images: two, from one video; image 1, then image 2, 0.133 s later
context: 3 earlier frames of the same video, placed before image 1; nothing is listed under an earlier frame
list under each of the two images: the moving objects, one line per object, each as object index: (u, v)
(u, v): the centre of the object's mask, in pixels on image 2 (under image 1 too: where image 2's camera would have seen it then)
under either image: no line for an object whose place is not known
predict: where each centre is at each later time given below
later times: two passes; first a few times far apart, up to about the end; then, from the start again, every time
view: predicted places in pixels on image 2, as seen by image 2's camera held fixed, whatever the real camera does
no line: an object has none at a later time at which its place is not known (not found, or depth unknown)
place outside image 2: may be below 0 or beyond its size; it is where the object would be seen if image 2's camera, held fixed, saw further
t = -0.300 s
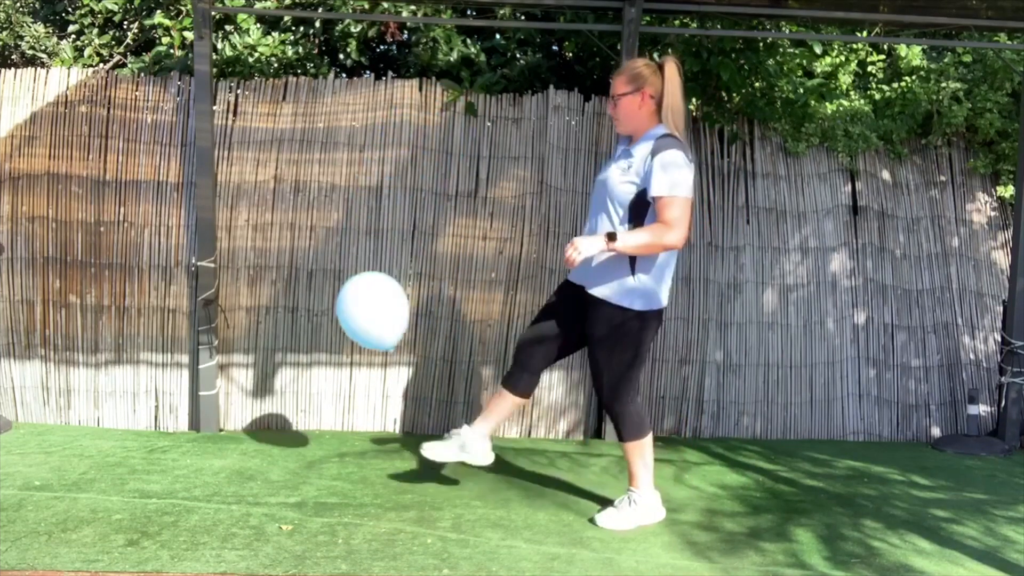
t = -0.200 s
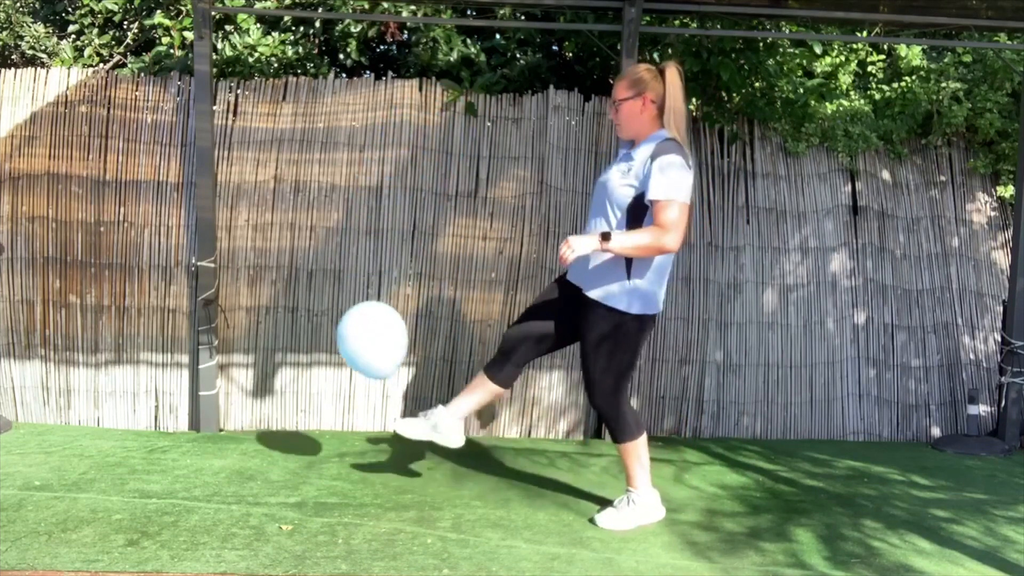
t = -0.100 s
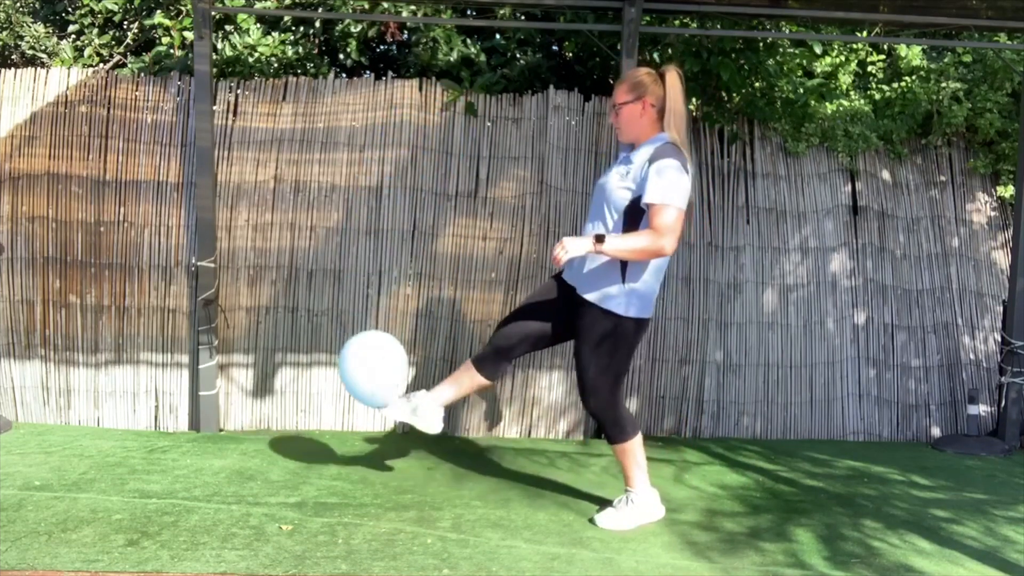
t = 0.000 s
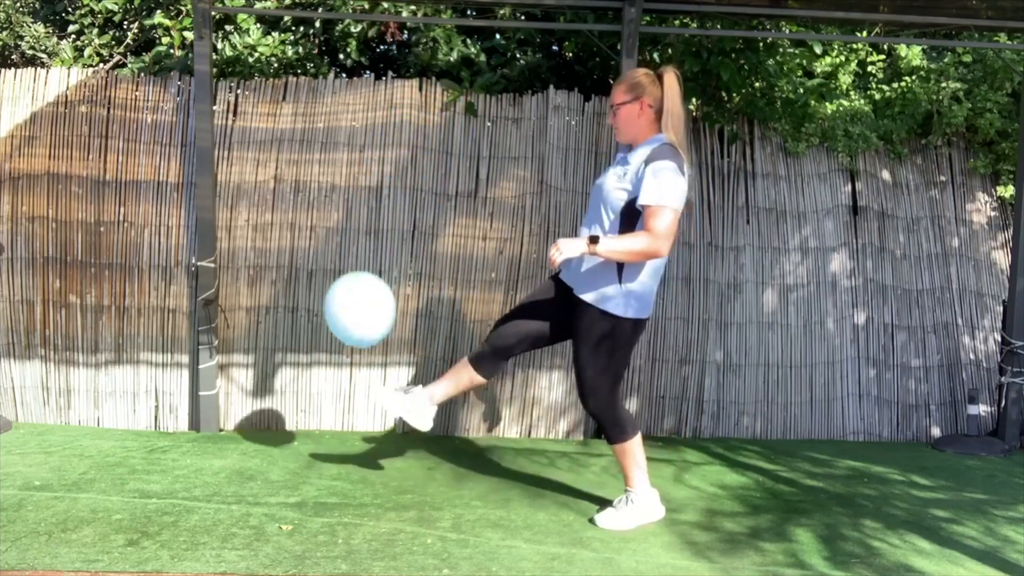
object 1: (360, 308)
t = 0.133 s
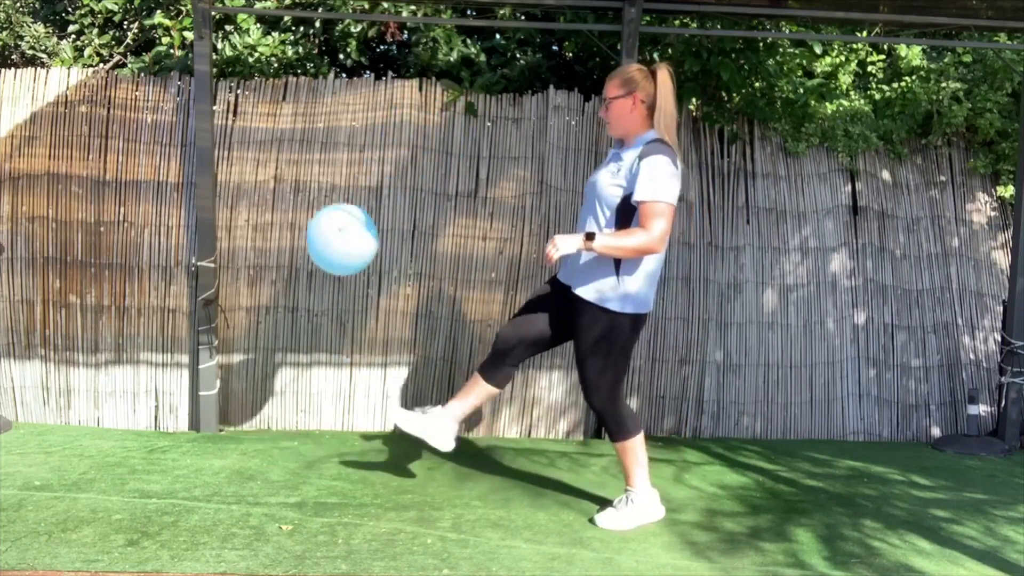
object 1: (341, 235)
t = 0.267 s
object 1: (329, 182)
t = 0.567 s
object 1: (304, 105)
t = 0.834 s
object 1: (283, 86)
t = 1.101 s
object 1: (266, 98)
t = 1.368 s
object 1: (256, 130)
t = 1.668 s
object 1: (246, 179)
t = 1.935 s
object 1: (238, 241)
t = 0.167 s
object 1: (336, 218)
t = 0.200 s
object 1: (335, 209)
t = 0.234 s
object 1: (331, 195)
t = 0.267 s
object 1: (329, 182)
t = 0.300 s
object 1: (325, 170)
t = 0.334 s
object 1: (323, 159)
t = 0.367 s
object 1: (320, 149)
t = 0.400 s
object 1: (317, 140)
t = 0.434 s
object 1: (314, 132)
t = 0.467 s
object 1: (312, 124)
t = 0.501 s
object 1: (309, 118)
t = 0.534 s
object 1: (307, 111)
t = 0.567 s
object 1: (304, 105)
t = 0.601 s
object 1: (301, 101)
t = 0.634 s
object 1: (298, 96)
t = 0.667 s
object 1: (296, 93)
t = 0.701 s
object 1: (294, 90)
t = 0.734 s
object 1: (291, 88)
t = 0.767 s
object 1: (288, 87)
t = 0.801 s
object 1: (285, 86)
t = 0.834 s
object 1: (283, 86)
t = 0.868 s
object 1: (281, 86)
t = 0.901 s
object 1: (279, 87)
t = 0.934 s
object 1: (276, 88)
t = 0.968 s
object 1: (275, 90)
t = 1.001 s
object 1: (272, 91)
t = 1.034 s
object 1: (270, 93)
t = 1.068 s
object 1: (268, 96)
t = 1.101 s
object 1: (266, 98)
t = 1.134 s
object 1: (265, 101)
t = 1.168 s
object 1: (264, 105)
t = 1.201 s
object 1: (262, 108)
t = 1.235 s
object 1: (260, 112)
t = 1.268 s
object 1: (259, 116)
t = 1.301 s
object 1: (258, 120)
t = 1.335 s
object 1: (257, 125)
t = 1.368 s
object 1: (256, 130)
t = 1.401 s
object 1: (254, 134)
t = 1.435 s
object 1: (253, 139)
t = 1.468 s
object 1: (252, 144)
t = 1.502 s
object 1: (251, 149)
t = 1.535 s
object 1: (250, 155)
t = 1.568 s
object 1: (249, 161)
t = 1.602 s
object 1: (248, 167)
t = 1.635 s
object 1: (247, 173)
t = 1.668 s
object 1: (246, 179)
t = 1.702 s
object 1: (245, 186)
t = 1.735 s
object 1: (244, 194)
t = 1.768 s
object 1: (243, 201)
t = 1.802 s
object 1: (242, 208)
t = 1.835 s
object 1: (241, 216)
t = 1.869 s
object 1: (240, 224)
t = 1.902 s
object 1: (239, 232)
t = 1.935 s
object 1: (238, 241)
